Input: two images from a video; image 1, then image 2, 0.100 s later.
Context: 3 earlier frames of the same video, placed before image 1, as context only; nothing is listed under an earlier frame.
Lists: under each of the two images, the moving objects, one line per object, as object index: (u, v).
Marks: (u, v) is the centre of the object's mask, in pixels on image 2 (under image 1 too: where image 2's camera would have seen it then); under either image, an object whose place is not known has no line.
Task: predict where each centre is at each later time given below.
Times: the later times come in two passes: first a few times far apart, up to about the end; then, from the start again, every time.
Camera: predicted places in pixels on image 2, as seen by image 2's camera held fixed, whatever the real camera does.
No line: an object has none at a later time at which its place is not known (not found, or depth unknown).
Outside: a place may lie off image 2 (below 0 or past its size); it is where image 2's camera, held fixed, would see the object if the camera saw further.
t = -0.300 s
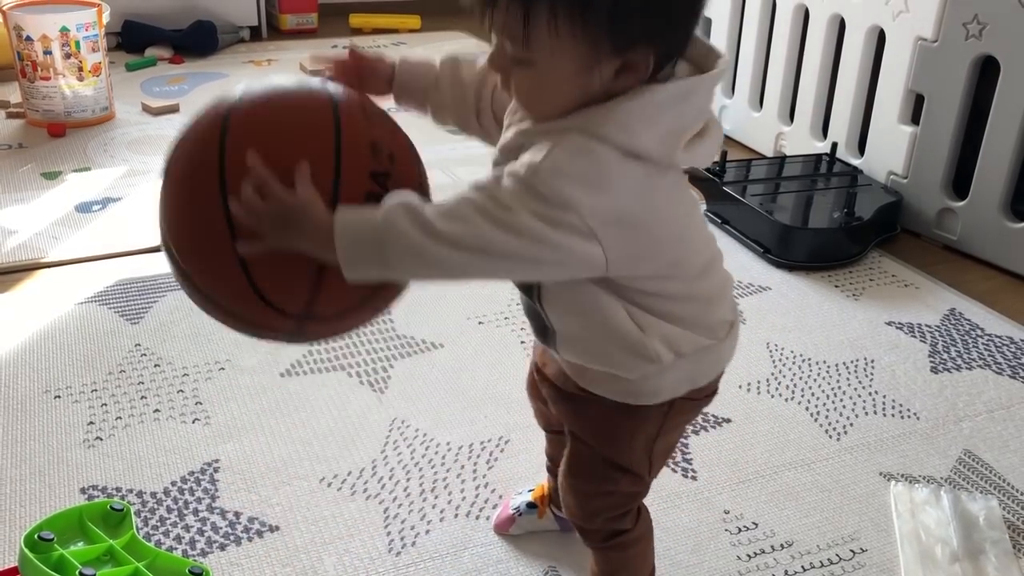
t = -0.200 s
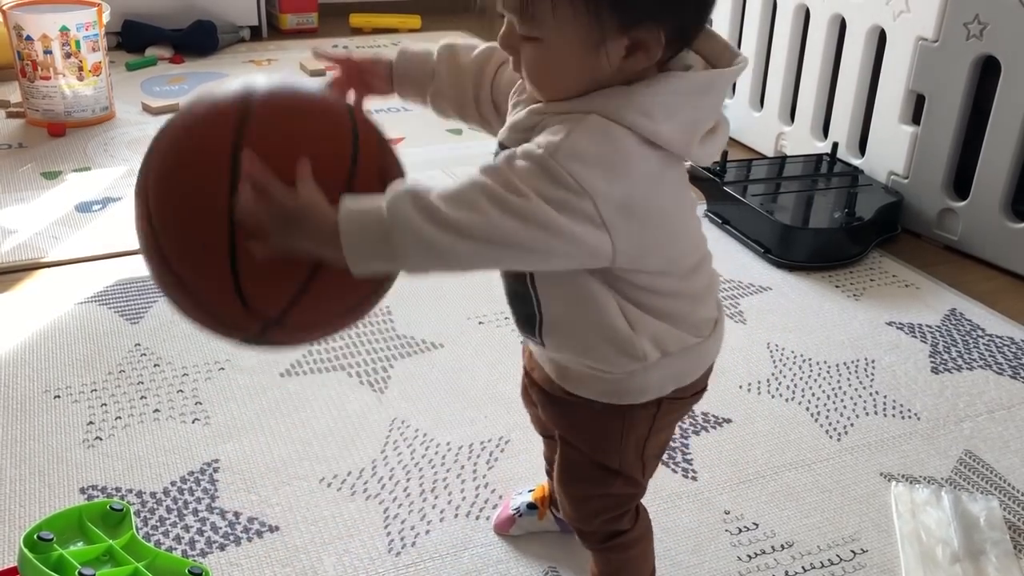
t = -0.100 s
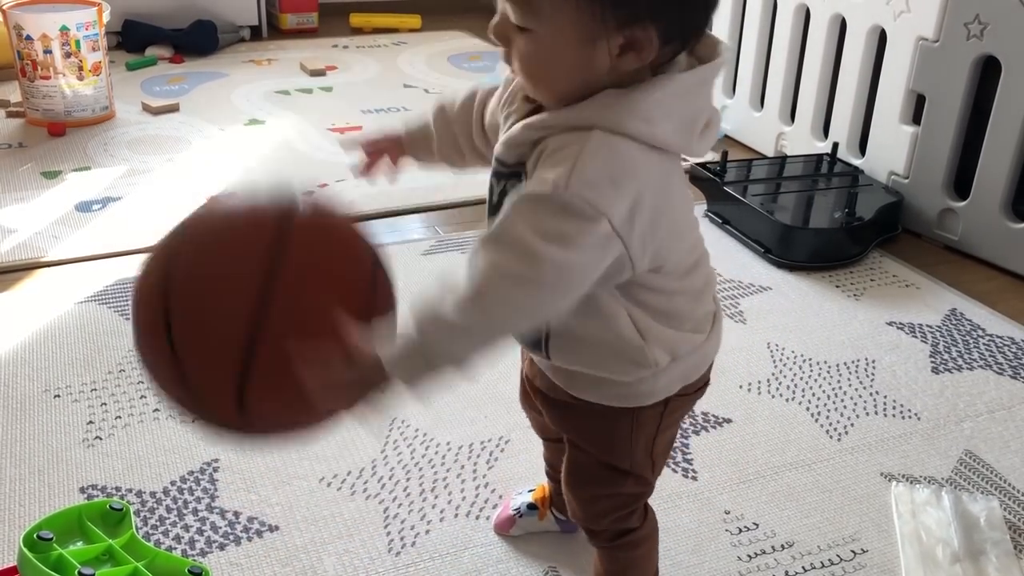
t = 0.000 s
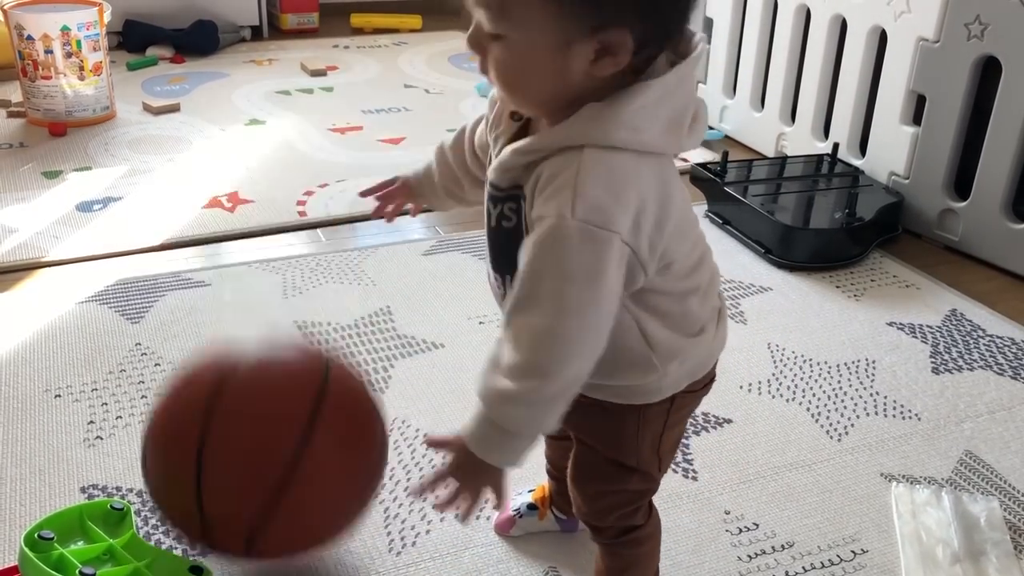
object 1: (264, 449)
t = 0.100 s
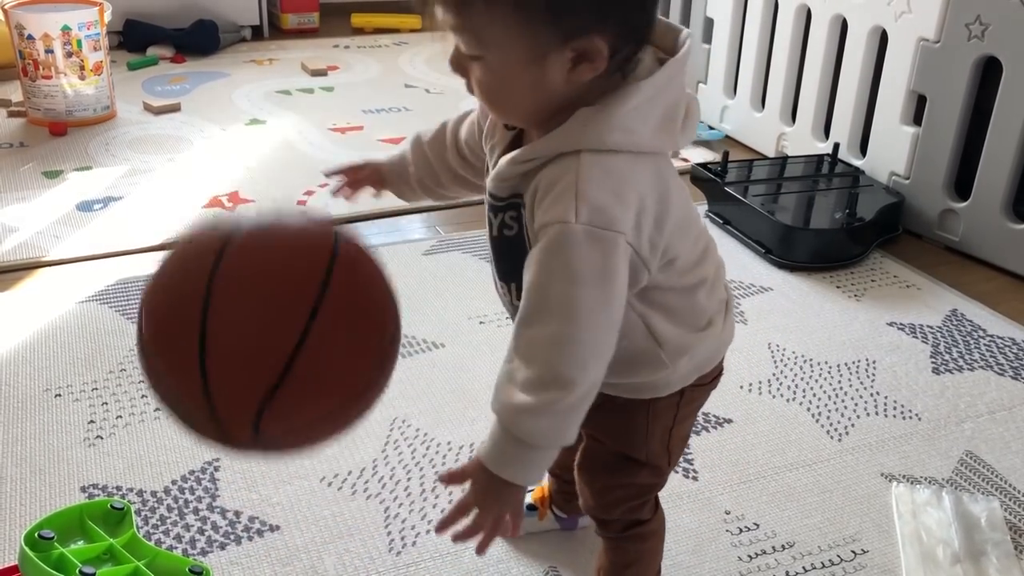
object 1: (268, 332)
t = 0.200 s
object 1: (279, 289)
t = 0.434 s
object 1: (320, 429)
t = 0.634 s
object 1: (339, 363)
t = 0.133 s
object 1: (271, 308)
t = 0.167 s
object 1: (275, 294)
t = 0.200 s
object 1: (279, 289)
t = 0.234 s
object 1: (285, 295)
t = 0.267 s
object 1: (291, 313)
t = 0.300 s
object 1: (297, 339)
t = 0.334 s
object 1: (304, 374)
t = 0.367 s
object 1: (311, 418)
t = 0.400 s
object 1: (319, 464)
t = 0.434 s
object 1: (320, 429)
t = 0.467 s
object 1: (321, 396)
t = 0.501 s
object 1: (324, 370)
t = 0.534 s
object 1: (327, 354)
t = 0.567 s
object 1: (331, 347)
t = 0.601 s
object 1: (335, 349)
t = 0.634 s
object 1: (339, 363)
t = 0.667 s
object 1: (344, 384)
